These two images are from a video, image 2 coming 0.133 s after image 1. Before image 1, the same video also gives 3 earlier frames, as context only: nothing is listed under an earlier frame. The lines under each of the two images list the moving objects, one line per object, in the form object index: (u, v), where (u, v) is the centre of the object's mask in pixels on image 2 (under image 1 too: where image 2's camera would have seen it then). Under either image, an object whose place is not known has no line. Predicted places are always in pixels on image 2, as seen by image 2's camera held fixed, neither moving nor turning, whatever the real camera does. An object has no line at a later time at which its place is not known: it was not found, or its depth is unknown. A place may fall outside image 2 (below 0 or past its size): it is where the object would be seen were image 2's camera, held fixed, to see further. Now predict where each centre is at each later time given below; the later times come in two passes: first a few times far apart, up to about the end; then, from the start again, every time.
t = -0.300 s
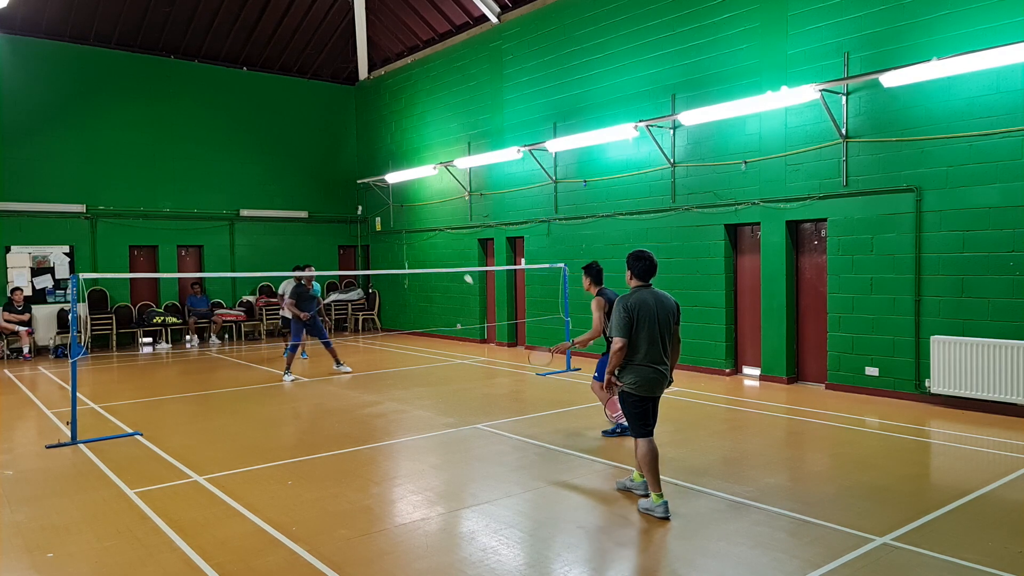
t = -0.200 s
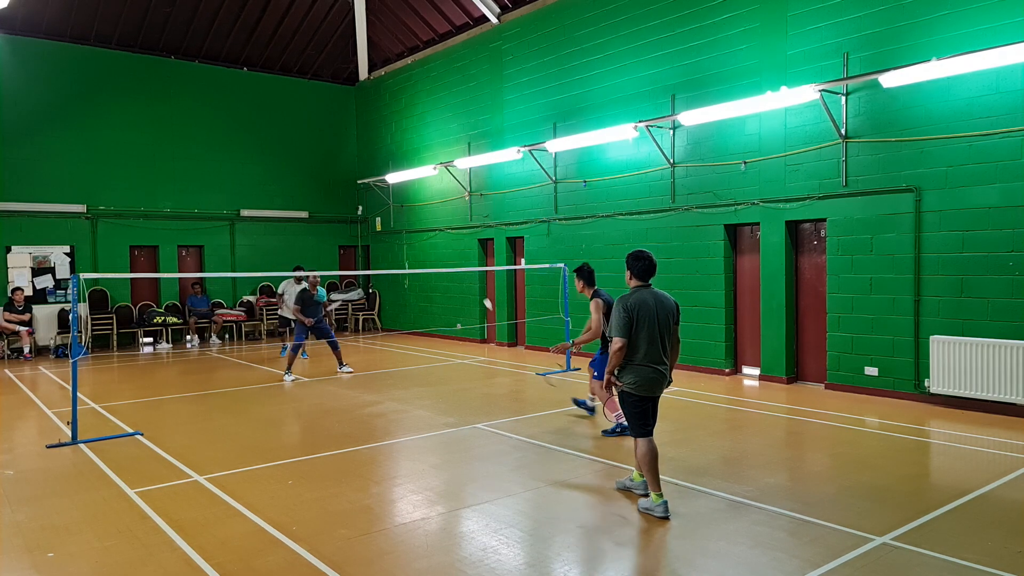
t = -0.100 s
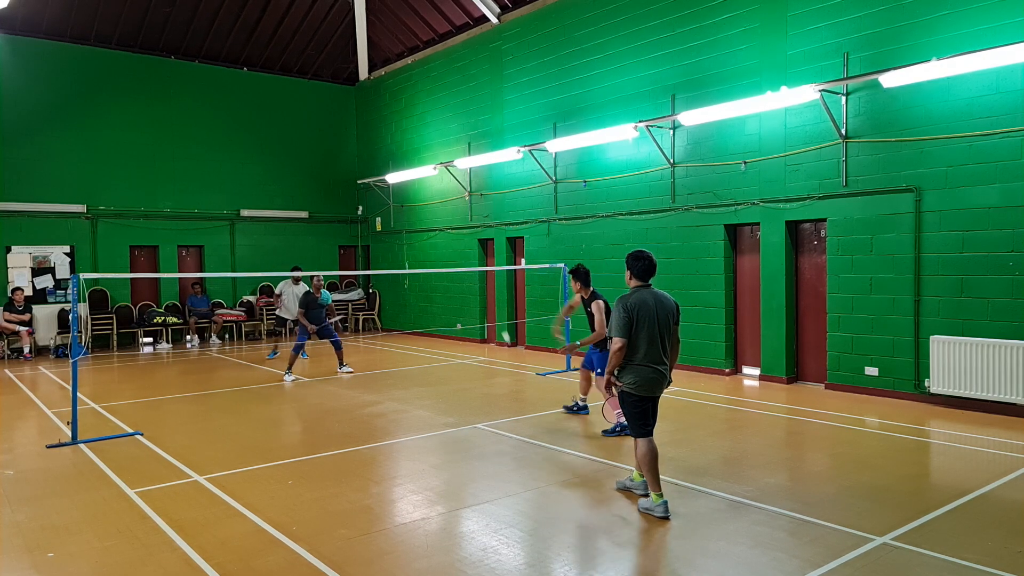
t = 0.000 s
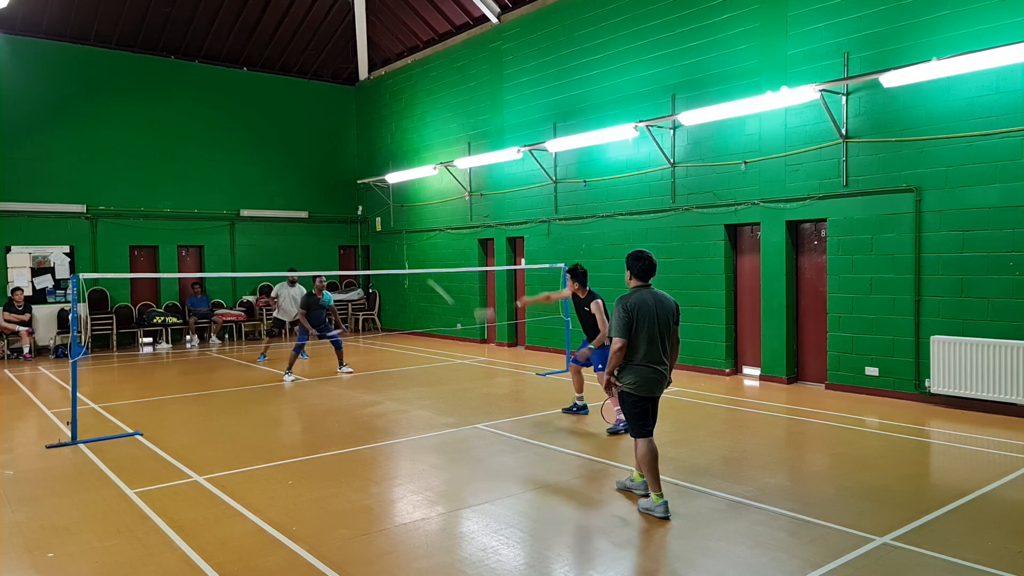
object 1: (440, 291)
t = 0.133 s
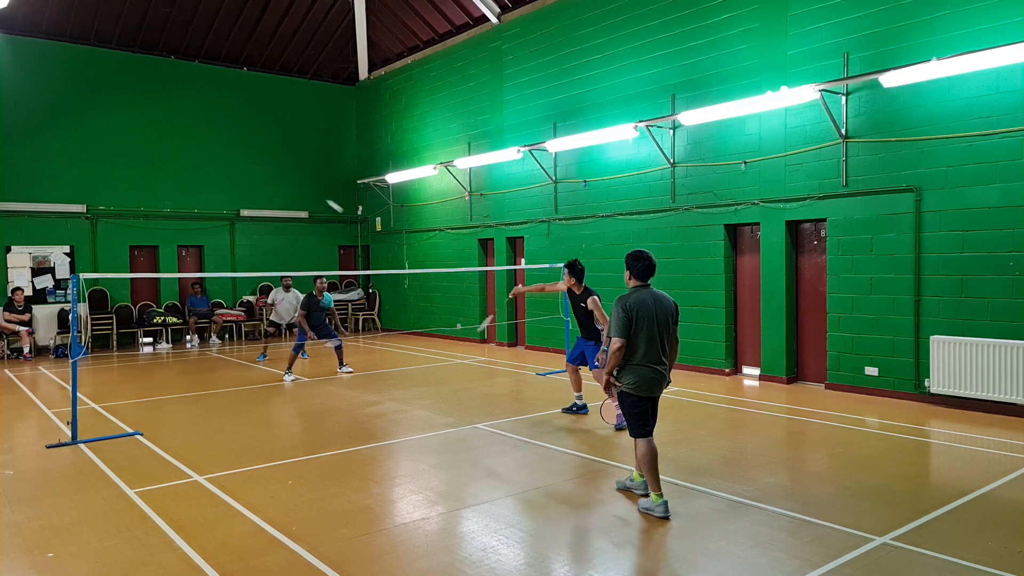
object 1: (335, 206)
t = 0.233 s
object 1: (285, 174)
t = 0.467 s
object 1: (210, 148)
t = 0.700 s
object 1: (165, 164)
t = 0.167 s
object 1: (316, 193)
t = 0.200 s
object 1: (300, 183)
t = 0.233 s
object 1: (285, 174)
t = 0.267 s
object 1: (271, 166)
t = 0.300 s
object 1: (259, 161)
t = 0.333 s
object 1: (248, 156)
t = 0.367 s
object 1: (238, 153)
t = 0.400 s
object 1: (228, 150)
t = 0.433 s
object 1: (219, 149)
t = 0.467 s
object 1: (210, 148)
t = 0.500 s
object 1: (203, 149)
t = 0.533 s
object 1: (195, 149)
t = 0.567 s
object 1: (188, 151)
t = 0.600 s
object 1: (182, 153)
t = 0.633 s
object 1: (176, 157)
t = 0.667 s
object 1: (170, 160)
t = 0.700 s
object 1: (165, 164)
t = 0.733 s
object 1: (160, 169)
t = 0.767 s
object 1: (155, 174)
